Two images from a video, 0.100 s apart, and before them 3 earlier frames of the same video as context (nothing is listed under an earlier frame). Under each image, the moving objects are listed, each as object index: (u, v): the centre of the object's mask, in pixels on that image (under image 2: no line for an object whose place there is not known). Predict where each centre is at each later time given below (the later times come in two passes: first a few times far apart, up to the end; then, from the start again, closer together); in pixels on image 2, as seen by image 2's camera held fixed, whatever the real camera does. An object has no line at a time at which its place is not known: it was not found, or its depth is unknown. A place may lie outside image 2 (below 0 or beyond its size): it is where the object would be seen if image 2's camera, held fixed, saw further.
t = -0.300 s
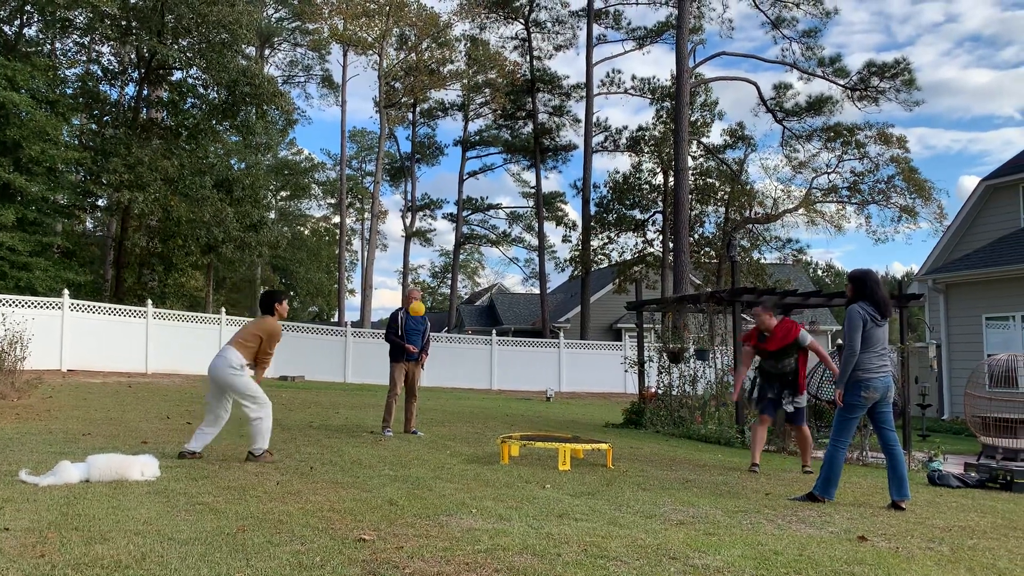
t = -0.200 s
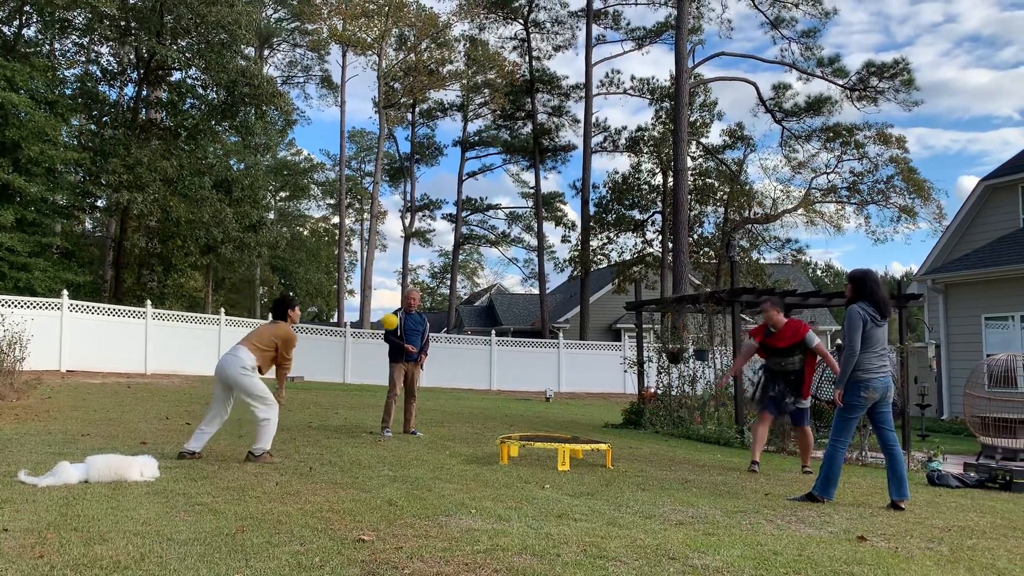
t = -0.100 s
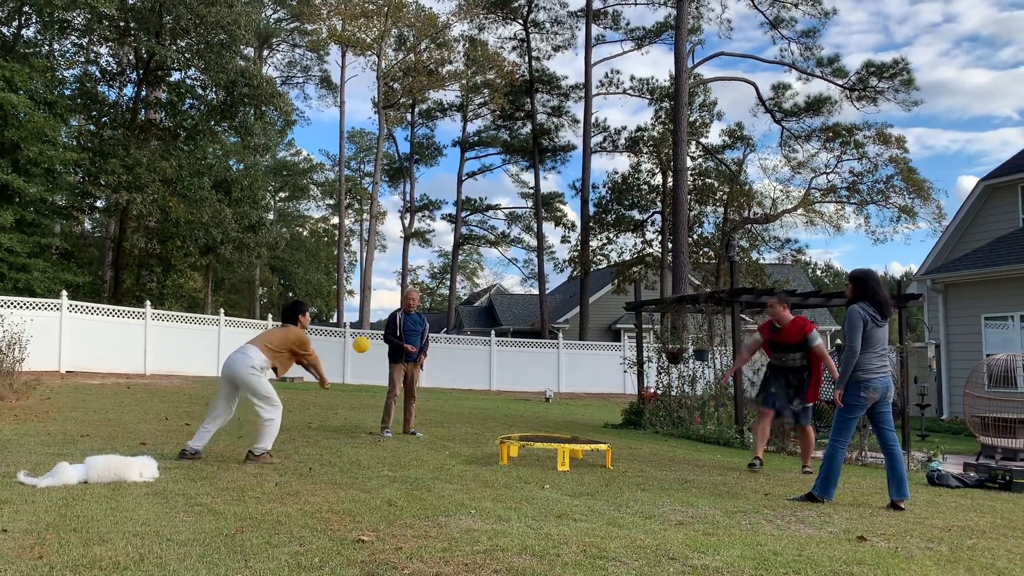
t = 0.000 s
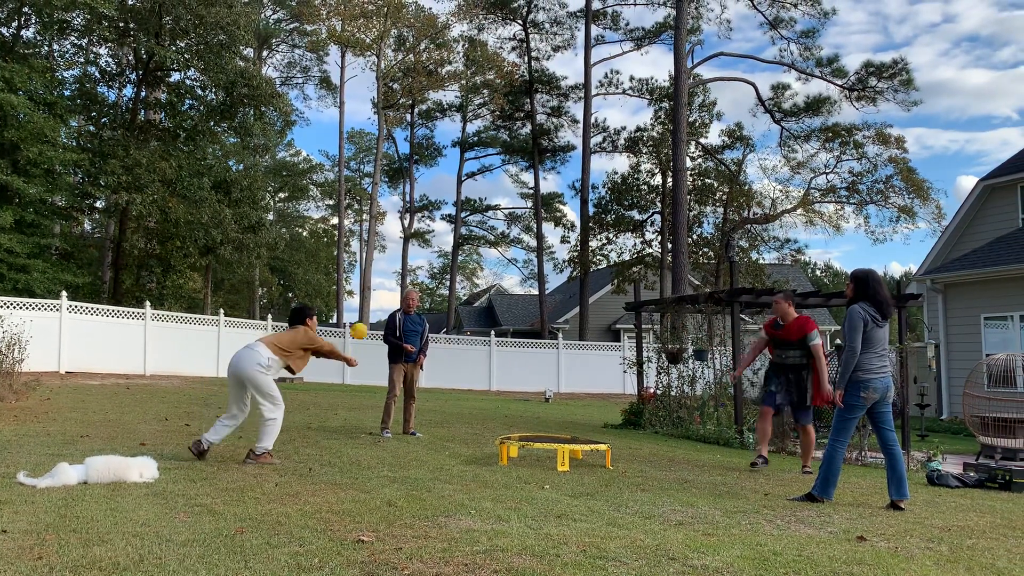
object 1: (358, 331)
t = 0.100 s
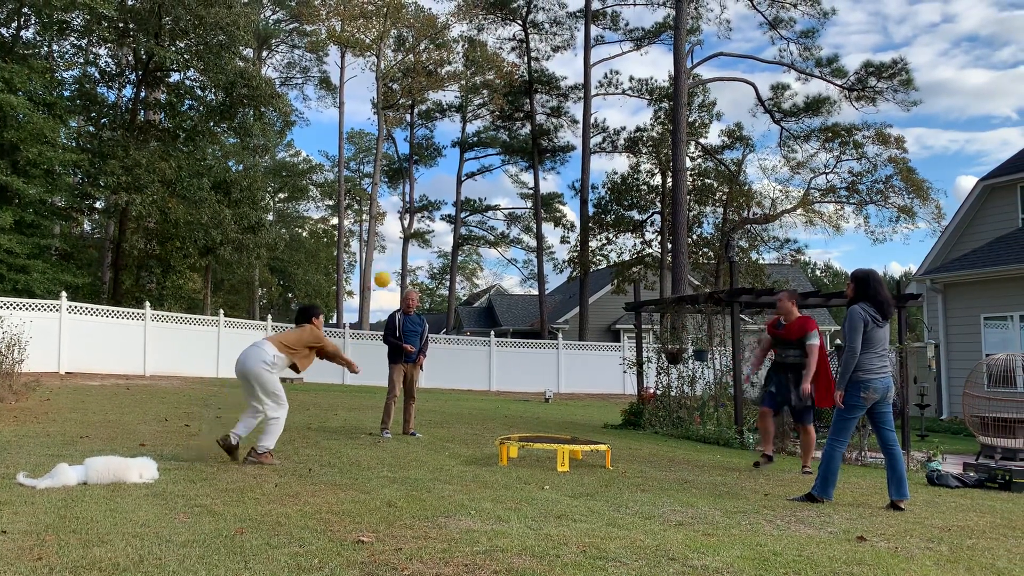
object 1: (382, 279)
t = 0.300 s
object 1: (429, 209)
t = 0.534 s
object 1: (479, 187)
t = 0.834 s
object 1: (544, 242)
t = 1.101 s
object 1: (597, 363)
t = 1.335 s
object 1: (629, 433)
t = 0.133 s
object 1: (391, 265)
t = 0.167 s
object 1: (399, 251)
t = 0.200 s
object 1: (407, 238)
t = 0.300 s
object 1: (429, 209)
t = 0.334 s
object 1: (436, 204)
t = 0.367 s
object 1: (444, 198)
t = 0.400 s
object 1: (452, 193)
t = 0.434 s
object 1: (459, 189)
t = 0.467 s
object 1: (466, 186)
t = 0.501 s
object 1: (472, 186)
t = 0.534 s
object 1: (479, 187)
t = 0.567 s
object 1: (486, 189)
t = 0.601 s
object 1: (494, 191)
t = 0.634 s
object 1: (501, 194)
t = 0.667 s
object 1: (508, 199)
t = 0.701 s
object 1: (515, 204)
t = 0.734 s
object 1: (521, 212)
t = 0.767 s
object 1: (528, 221)
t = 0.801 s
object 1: (536, 231)
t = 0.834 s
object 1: (544, 242)
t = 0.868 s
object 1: (550, 252)
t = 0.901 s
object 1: (556, 264)
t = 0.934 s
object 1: (562, 278)
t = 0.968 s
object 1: (568, 293)
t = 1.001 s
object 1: (576, 310)
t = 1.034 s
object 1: (583, 327)
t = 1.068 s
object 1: (590, 344)
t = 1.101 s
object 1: (597, 363)
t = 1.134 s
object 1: (603, 383)
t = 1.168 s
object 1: (609, 404)
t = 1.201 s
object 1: (616, 427)
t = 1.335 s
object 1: (629, 433)
